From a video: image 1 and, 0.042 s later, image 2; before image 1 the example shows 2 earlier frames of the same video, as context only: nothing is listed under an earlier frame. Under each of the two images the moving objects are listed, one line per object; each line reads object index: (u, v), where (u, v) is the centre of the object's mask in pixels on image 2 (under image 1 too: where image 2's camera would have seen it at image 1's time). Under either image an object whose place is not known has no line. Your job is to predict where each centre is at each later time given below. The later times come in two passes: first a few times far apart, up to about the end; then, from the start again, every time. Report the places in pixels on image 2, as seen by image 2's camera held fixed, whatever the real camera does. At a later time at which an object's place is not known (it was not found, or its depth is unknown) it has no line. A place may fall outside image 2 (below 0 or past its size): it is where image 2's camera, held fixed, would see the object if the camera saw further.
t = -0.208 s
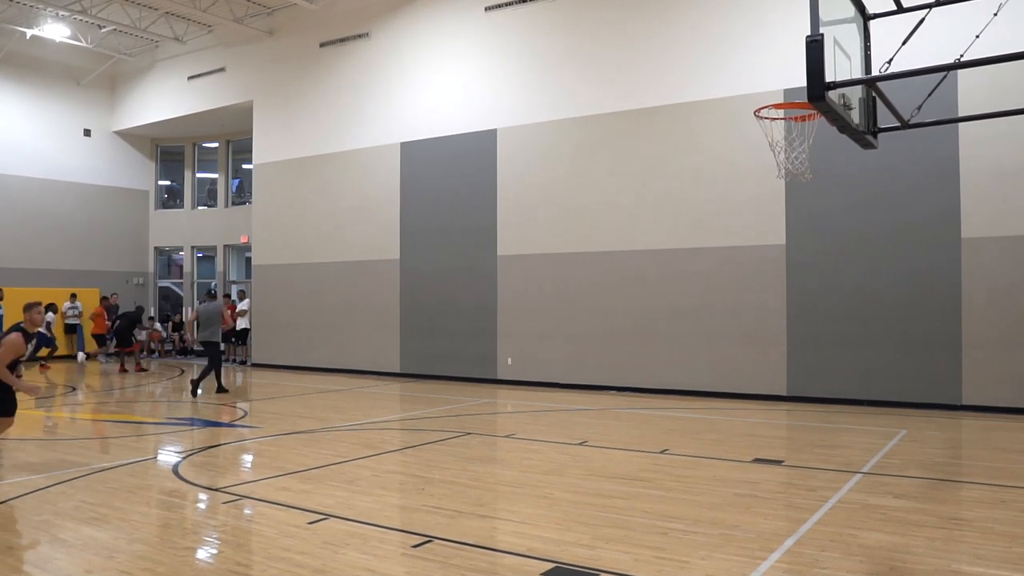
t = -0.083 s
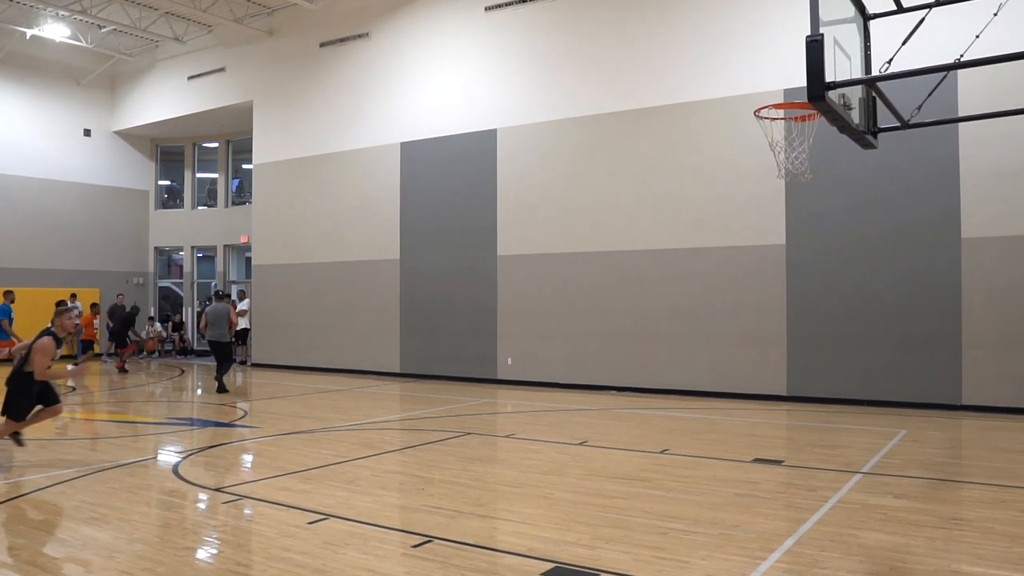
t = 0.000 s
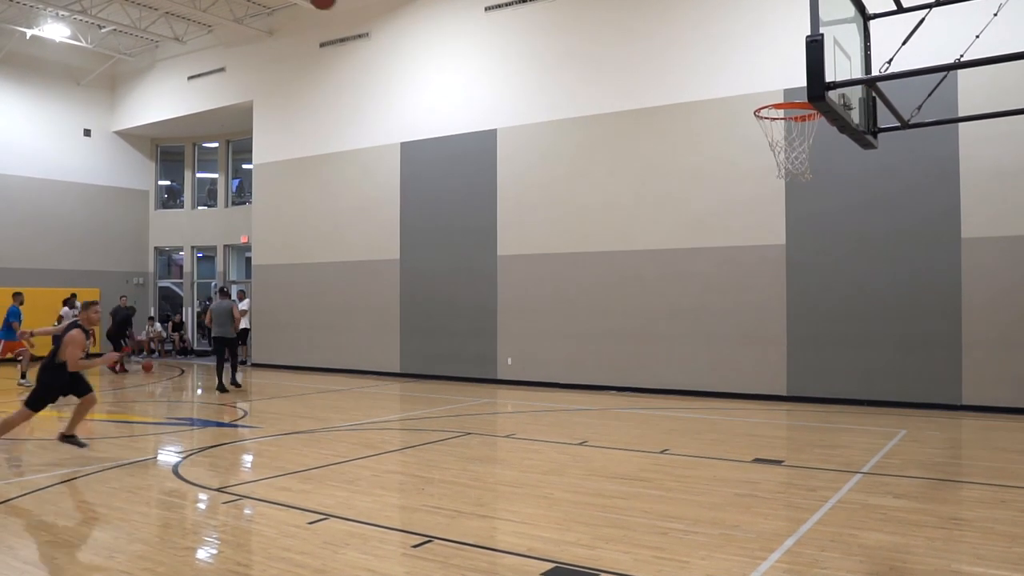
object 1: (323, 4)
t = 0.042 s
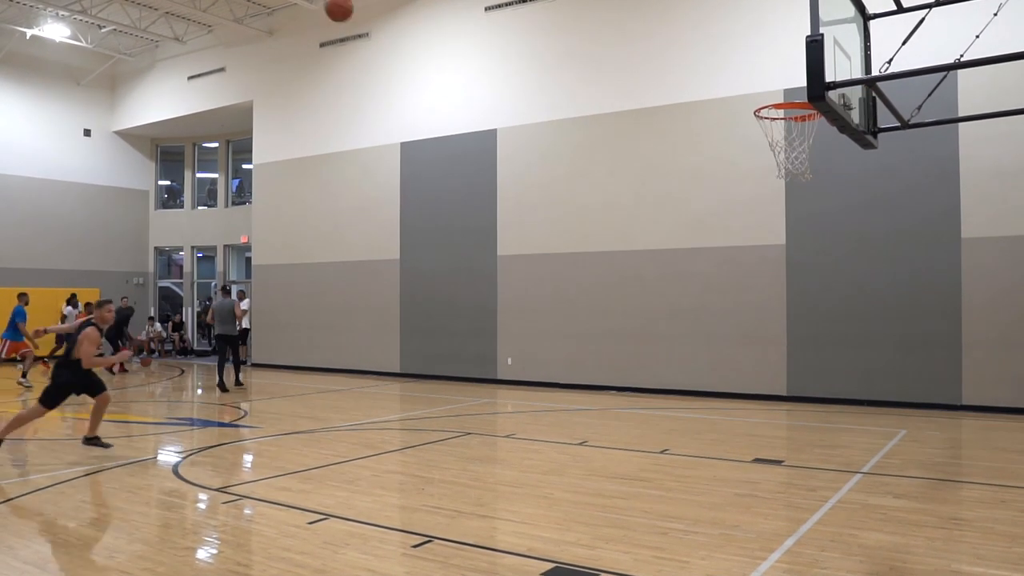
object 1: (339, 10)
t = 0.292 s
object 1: (439, 127)
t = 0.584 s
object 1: (564, 370)
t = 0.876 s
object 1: (635, 362)
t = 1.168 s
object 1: (672, 239)
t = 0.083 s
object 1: (355, 21)
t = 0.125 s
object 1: (371, 38)
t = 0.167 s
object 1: (388, 57)
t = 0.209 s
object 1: (405, 78)
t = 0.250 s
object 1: (422, 102)
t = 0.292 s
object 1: (439, 127)
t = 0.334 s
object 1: (457, 155)
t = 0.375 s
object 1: (474, 185)
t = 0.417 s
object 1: (491, 218)
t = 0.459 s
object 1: (510, 252)
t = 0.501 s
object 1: (527, 289)
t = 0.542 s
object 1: (545, 328)
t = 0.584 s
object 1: (564, 370)
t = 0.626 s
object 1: (582, 413)
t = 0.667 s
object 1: (600, 458)
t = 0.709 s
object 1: (614, 478)
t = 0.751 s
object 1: (619, 446)
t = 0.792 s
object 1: (625, 416)
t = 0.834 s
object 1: (630, 388)
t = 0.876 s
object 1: (635, 362)
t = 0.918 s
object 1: (640, 338)
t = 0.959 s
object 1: (646, 316)
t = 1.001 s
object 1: (651, 297)
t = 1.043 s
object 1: (656, 279)
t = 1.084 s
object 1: (661, 264)
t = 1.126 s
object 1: (667, 250)
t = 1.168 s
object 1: (672, 239)
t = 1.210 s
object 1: (677, 230)
